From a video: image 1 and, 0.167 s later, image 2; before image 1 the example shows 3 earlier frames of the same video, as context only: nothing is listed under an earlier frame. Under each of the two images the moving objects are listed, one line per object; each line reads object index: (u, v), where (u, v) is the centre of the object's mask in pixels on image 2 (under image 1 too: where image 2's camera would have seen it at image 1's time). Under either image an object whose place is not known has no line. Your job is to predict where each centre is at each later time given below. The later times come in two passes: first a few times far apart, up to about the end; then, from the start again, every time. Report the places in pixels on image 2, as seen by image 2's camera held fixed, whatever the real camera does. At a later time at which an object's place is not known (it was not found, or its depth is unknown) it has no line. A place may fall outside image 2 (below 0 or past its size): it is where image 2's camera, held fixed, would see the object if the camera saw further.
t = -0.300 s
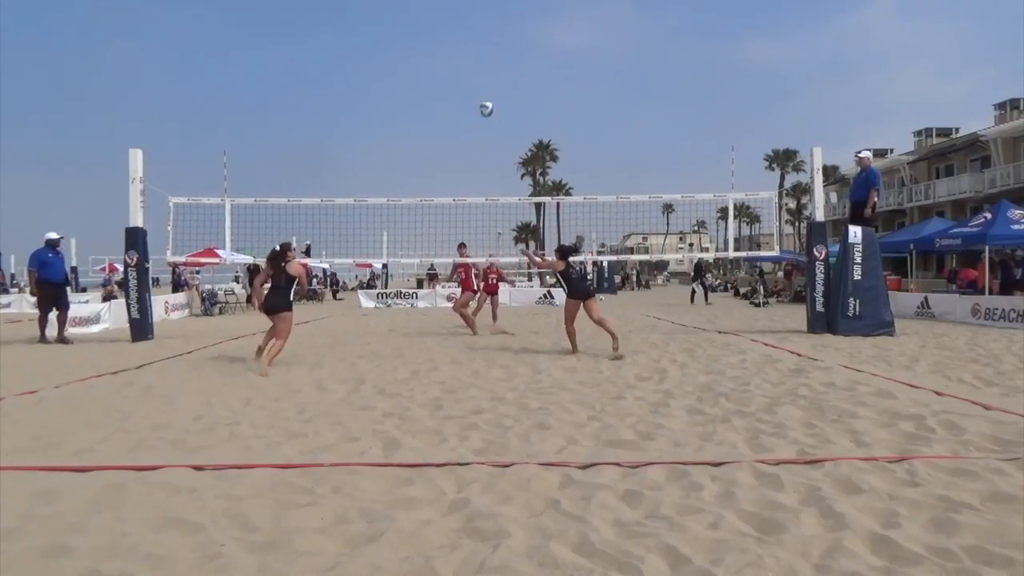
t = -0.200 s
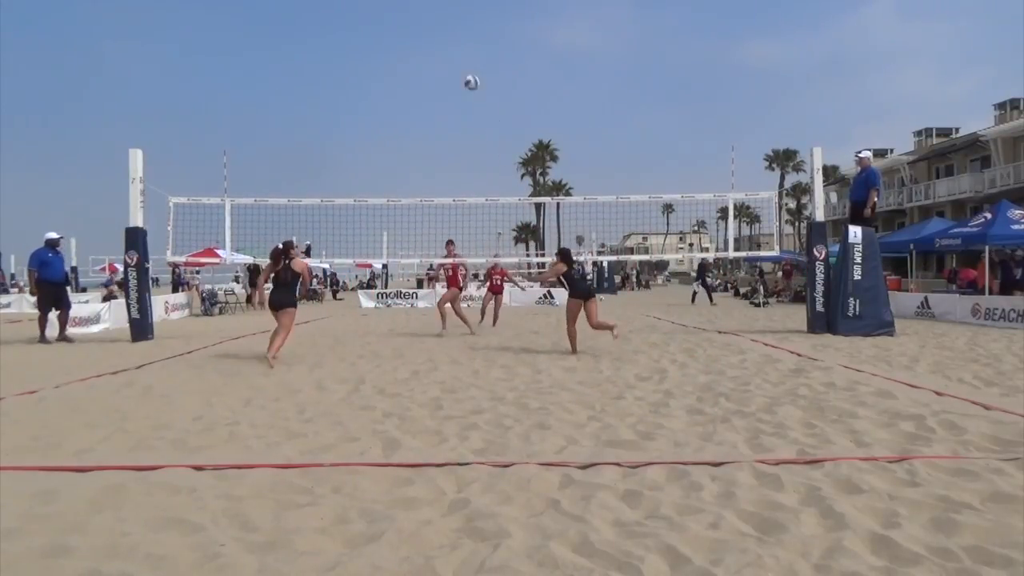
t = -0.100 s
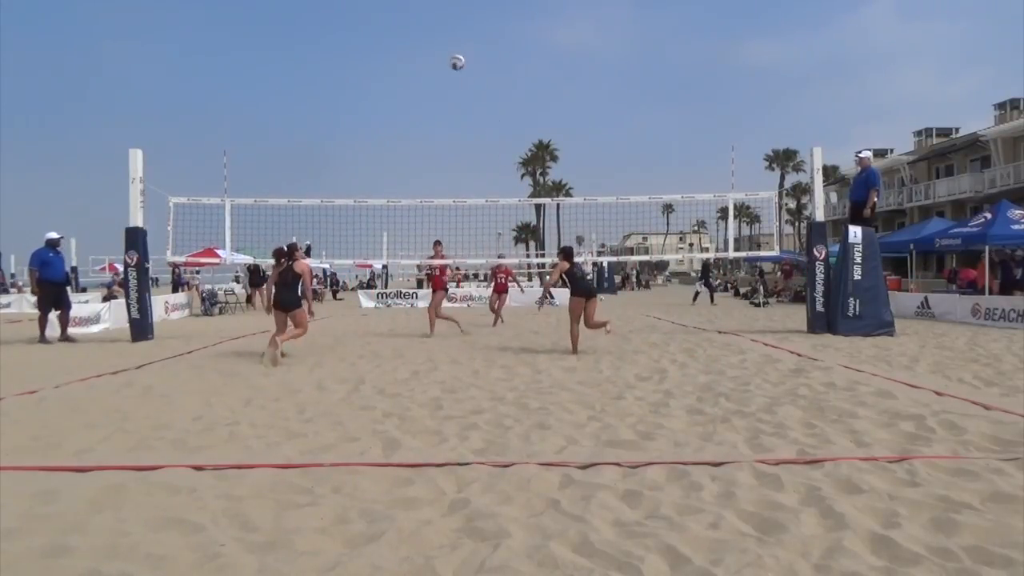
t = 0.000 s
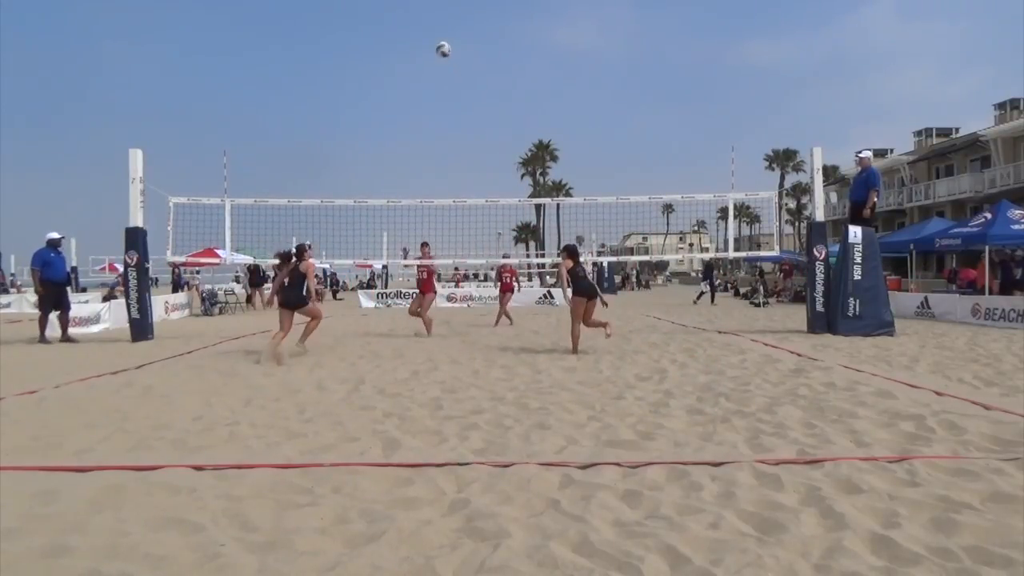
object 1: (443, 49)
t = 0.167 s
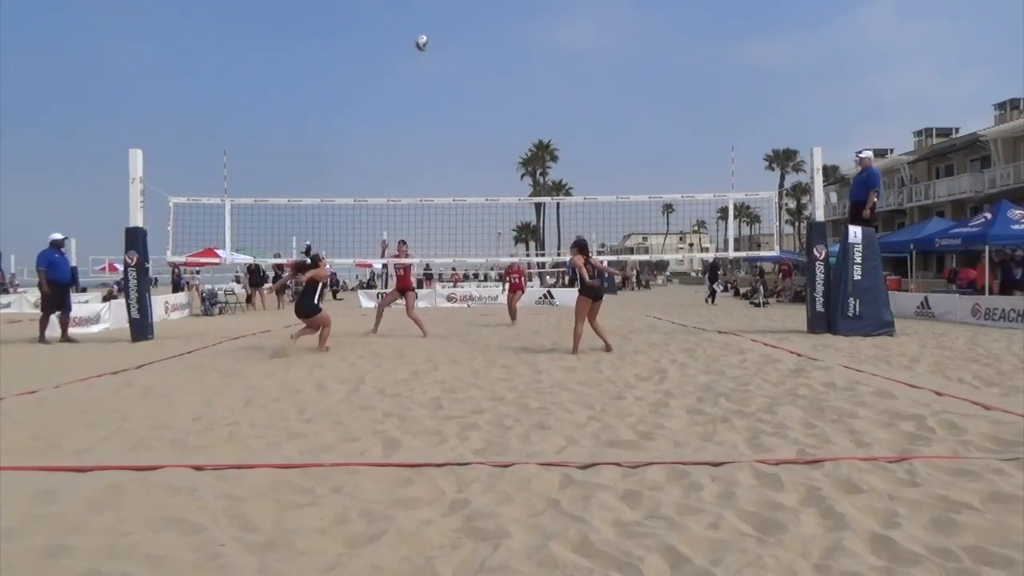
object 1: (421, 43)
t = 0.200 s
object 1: (418, 44)
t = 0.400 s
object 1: (395, 66)
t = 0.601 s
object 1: (376, 115)
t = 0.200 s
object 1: (418, 44)
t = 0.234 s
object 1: (413, 45)
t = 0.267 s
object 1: (410, 48)
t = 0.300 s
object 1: (406, 52)
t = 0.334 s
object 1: (402, 56)
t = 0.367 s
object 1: (398, 61)
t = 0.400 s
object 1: (395, 66)
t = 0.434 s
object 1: (391, 73)
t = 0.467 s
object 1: (389, 80)
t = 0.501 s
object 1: (386, 88)
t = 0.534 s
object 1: (383, 96)
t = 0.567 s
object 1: (379, 105)
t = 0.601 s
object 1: (376, 115)
